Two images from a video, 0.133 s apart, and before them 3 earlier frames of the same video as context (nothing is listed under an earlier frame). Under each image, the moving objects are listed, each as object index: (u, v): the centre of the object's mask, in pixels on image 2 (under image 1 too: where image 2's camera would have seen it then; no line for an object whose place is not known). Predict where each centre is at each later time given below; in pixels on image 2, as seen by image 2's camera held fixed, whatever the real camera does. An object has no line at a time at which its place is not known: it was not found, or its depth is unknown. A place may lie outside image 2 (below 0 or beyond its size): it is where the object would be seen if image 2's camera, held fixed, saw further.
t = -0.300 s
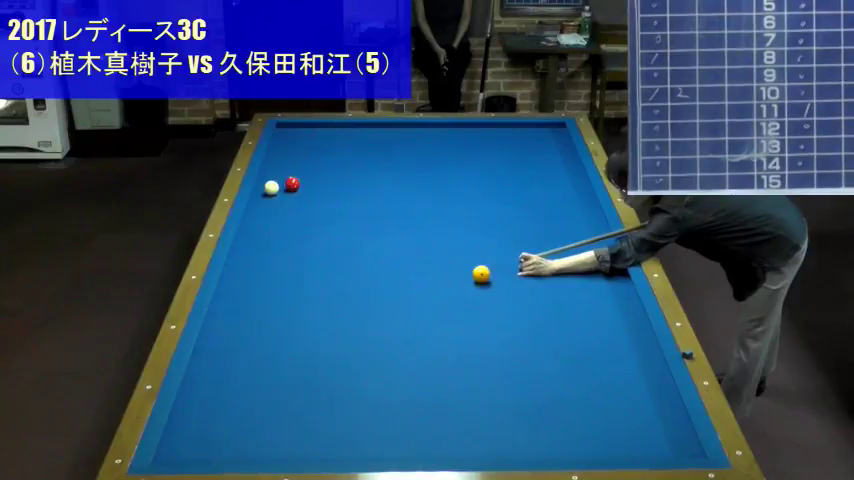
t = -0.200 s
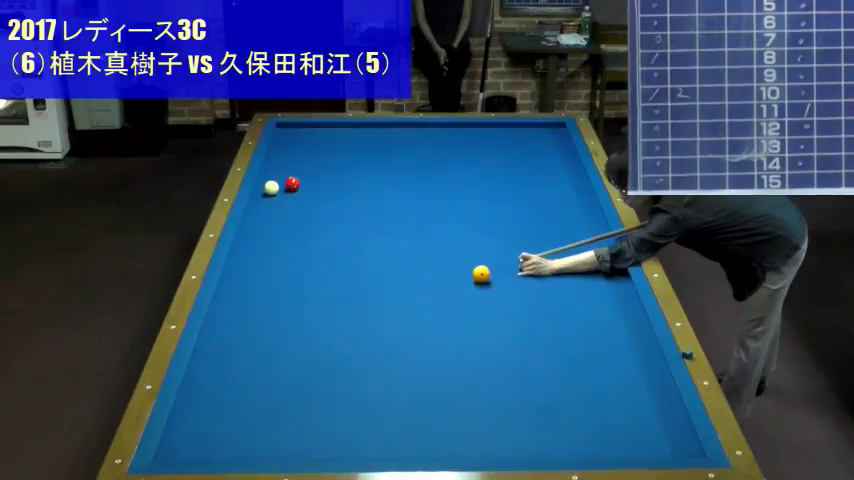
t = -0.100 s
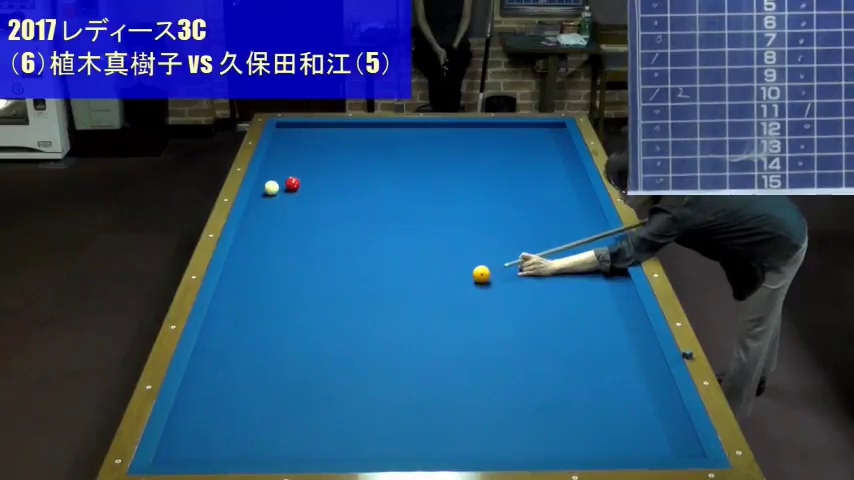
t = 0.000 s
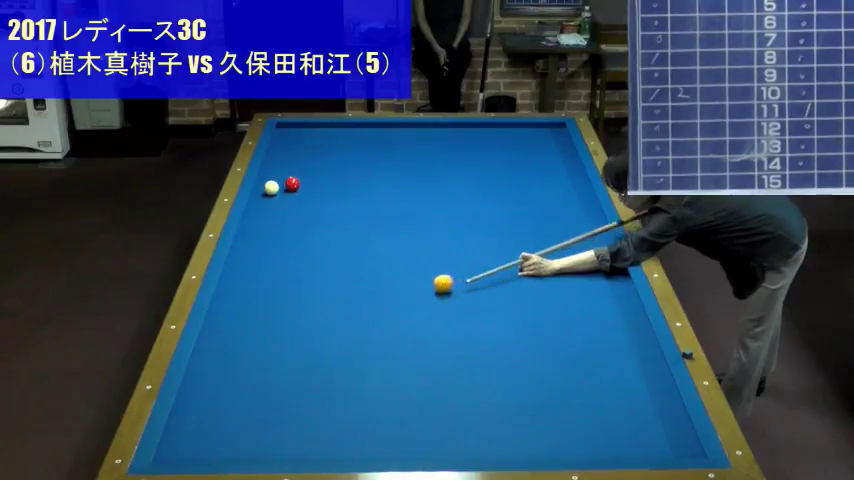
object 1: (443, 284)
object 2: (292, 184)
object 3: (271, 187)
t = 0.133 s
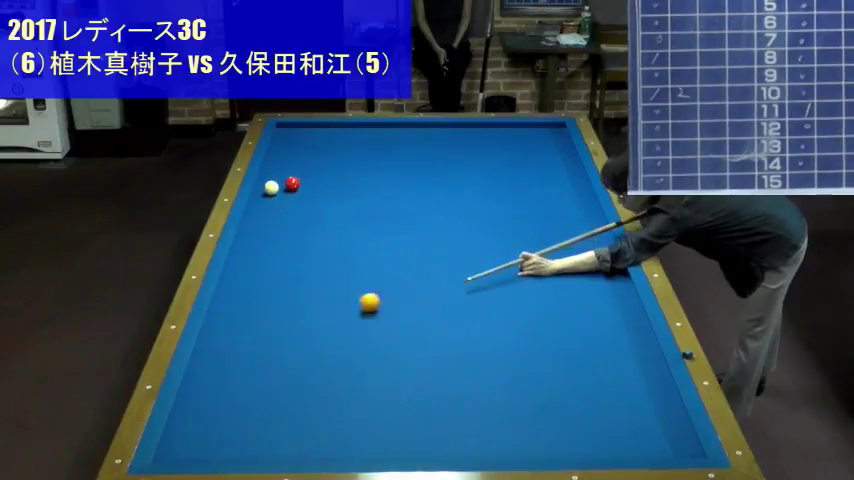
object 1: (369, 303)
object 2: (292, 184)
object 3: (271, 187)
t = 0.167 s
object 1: (351, 308)
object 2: (292, 184)
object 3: (271, 187)
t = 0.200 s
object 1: (333, 313)
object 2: (292, 184)
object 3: (271, 187)
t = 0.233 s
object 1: (315, 318)
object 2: (292, 184)
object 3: (271, 187)
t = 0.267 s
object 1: (296, 323)
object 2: (292, 184)
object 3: (271, 187)
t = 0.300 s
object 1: (276, 328)
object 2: (292, 184)
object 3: (271, 187)
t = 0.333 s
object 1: (258, 333)
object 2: (292, 184)
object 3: (271, 187)
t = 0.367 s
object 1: (238, 338)
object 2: (292, 184)
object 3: (271, 187)
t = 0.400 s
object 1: (218, 343)
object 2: (292, 184)
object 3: (271, 187)
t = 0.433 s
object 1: (204, 349)
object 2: (292, 184)
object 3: (271, 187)
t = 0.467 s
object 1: (218, 354)
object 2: (292, 184)
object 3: (271, 187)
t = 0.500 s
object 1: (231, 360)
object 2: (292, 184)
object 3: (271, 187)
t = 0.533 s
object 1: (244, 365)
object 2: (292, 184)
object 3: (271, 187)
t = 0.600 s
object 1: (269, 377)
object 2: (292, 184)
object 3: (271, 187)
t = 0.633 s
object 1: (281, 383)
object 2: (292, 184)
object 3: (271, 187)
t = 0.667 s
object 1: (292, 389)
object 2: (292, 184)
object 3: (271, 187)
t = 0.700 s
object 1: (303, 395)
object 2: (292, 184)
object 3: (271, 187)
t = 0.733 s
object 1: (313, 401)
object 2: (292, 184)
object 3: (271, 187)
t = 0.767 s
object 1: (323, 407)
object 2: (292, 184)
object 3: (271, 187)
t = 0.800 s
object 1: (334, 414)
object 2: (292, 184)
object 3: (271, 187)
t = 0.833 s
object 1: (345, 420)
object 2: (292, 184)
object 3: (271, 187)
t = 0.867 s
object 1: (356, 427)
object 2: (292, 184)
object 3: (271, 187)
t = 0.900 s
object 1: (367, 434)
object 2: (292, 184)
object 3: (271, 187)
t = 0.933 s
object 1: (379, 441)
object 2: (292, 184)
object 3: (271, 187)
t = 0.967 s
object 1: (391, 447)
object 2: (292, 184)
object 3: (271, 187)
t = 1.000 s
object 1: (402, 452)
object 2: (292, 184)
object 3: (271, 187)
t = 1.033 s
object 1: (415, 455)
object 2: (292, 184)
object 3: (271, 187)
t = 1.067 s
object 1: (427, 450)
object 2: (292, 184)
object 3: (271, 187)
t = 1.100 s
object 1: (439, 447)
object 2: (292, 184)
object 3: (271, 187)
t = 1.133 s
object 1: (451, 442)
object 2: (292, 184)
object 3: (271, 187)
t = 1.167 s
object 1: (462, 437)
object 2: (292, 184)
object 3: (271, 187)
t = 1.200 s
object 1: (473, 433)
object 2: (292, 184)
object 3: (271, 187)
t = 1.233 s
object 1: (484, 429)
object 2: (292, 184)
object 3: (271, 187)
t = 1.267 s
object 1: (496, 425)
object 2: (292, 184)
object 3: (271, 187)
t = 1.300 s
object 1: (506, 422)
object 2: (292, 184)
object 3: (271, 187)
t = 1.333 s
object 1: (516, 417)
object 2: (292, 184)
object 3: (271, 187)
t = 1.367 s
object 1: (527, 414)
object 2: (292, 184)
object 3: (271, 187)
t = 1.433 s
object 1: (547, 406)
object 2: (292, 184)
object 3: (271, 187)
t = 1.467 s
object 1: (557, 403)
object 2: (292, 184)
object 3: (271, 187)
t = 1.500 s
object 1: (567, 399)
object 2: (291, 184)
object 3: (271, 187)
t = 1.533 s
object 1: (576, 396)
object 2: (291, 184)
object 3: (271, 187)
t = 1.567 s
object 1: (586, 392)
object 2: (291, 184)
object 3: (271, 187)
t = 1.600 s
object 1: (595, 389)
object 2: (291, 184)
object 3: (271, 187)
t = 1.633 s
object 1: (605, 385)
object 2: (292, 184)
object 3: (271, 187)
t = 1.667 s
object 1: (614, 382)
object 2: (291, 184)
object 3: (271, 187)
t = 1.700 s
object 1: (623, 379)
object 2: (291, 184)
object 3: (271, 187)
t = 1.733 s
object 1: (632, 375)
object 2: (292, 184)
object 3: (271, 187)
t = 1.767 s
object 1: (641, 372)
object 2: (291, 184)
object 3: (271, 187)
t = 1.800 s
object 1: (649, 369)
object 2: (291, 184)
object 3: (271, 187)
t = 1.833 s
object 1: (657, 365)
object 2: (291, 184)
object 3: (271, 187)
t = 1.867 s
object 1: (649, 362)
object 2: (291, 184)
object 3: (271, 187)
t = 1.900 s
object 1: (640, 359)
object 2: (291, 184)
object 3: (271, 187)
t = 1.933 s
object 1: (632, 355)
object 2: (291, 184)
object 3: (271, 187)
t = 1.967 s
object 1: (624, 352)
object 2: (291, 184)
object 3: (271, 187)
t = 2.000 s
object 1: (618, 349)
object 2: (291, 184)
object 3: (271, 187)
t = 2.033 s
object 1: (612, 346)
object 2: (291, 184)
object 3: (271, 187)
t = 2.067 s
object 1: (605, 342)
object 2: (291, 184)
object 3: (271, 187)
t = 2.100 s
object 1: (599, 339)
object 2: (291, 184)
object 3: (271, 187)
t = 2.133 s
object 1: (593, 336)
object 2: (292, 184)
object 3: (271, 187)
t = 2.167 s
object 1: (587, 333)
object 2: (292, 184)
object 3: (271, 187)
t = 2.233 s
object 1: (575, 327)
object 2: (292, 184)
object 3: (271, 187)
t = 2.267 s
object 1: (569, 324)
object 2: (292, 184)
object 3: (271, 187)
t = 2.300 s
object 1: (563, 321)
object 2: (292, 184)
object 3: (271, 187)
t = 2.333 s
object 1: (557, 318)
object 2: (292, 184)
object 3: (271, 187)
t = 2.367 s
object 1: (551, 316)
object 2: (292, 184)
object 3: (271, 187)
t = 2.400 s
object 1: (546, 313)
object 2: (292, 184)
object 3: (271, 187)
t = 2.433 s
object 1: (540, 310)
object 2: (292, 184)
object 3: (271, 187)
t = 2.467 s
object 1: (535, 307)
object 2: (292, 184)
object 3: (271, 187)
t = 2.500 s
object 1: (529, 304)
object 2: (292, 184)
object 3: (271, 187)
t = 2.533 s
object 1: (524, 302)
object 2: (292, 184)
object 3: (271, 187)
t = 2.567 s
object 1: (518, 299)
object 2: (292, 184)
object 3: (271, 187)
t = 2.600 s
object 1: (513, 296)
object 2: (292, 184)
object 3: (271, 187)
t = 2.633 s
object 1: (508, 294)
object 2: (292, 184)
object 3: (271, 187)
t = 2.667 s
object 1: (502, 291)
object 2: (292, 184)
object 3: (271, 187)
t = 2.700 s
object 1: (497, 289)
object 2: (292, 184)
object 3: (271, 187)
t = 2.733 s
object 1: (493, 286)
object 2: (292, 184)
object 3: (271, 187)
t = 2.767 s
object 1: (488, 283)
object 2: (292, 184)
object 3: (271, 187)
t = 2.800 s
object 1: (483, 281)
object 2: (292, 184)
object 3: (271, 187)
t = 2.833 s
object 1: (478, 279)
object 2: (292, 184)
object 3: (271, 187)
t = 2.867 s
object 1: (473, 276)
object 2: (292, 184)
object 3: (271, 187)
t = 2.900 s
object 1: (468, 274)
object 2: (292, 184)
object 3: (271, 187)
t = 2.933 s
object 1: (464, 271)
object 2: (292, 184)
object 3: (271, 187)
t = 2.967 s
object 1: (459, 269)
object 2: (292, 184)
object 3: (271, 187)
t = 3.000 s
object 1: (454, 267)
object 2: (292, 184)
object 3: (271, 187)
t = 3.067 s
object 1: (445, 262)
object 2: (292, 184)
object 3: (271, 187)
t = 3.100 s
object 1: (440, 260)
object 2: (292, 184)
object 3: (271, 187)
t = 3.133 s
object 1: (436, 258)
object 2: (292, 184)
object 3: (271, 187)
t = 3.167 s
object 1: (432, 256)
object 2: (292, 184)
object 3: (271, 187)
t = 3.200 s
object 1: (427, 254)
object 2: (292, 184)
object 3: (271, 187)
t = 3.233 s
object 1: (423, 252)
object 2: (292, 184)
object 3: (271, 187)
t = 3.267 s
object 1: (419, 250)
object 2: (292, 184)
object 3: (271, 187)
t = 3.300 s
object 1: (415, 247)
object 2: (292, 184)
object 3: (271, 187)
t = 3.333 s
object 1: (411, 246)
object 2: (292, 184)
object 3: (271, 187)
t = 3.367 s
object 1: (406, 243)
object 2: (292, 184)
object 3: (271, 187)
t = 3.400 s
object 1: (403, 241)
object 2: (292, 184)
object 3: (271, 187)
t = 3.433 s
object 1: (399, 239)
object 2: (292, 184)
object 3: (271, 187)
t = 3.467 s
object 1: (394, 237)
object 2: (292, 184)
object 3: (271, 187)
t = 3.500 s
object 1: (391, 236)
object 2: (292, 184)
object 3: (271, 187)
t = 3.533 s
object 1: (386, 234)
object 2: (292, 184)
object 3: (271, 187)
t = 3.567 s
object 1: (383, 231)
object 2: (292, 184)
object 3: (271, 187)
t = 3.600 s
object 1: (379, 230)
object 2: (292, 184)
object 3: (271, 187)
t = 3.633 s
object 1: (375, 228)
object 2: (292, 184)
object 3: (271, 187)
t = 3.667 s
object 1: (371, 226)
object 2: (292, 184)
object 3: (271, 187)
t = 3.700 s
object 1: (368, 224)
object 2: (292, 184)
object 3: (271, 187)
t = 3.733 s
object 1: (364, 223)
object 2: (292, 184)
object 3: (271, 187)
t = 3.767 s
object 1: (360, 220)
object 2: (292, 184)
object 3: (271, 187)
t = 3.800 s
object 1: (357, 219)
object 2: (292, 184)
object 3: (271, 187)
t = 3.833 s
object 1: (354, 217)
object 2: (292, 184)
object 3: (271, 187)
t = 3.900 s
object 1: (347, 213)
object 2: (292, 184)
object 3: (271, 187)
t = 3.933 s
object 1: (343, 212)
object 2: (292, 184)
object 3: (271, 187)
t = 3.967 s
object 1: (340, 210)
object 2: (292, 184)
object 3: (271, 187)
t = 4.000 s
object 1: (337, 208)
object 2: (292, 184)
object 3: (271, 187)
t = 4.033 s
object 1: (333, 207)
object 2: (292, 184)
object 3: (271, 187)
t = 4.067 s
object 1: (330, 205)
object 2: (292, 184)
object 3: (271, 187)
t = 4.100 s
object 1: (327, 203)
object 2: (292, 184)
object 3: (271, 187)
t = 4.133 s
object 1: (324, 202)
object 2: (292, 184)
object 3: (271, 187)
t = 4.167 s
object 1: (320, 200)
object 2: (292, 184)
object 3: (271, 187)
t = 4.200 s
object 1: (317, 199)
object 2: (292, 184)
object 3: (271, 187)
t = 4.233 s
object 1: (314, 197)
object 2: (292, 184)
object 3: (271, 187)
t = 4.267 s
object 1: (311, 196)
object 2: (292, 184)
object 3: (271, 187)
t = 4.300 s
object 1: (308, 194)
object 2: (292, 184)
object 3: (271, 187)
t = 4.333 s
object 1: (305, 193)
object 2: (292, 184)
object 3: (271, 187)
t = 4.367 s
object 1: (303, 191)
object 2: (291, 183)
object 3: (271, 187)
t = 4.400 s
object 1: (299, 190)
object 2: (290, 183)
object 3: (271, 187)
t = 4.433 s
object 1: (298, 189)
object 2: (290, 182)
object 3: (271, 187)
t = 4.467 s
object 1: (297, 189)
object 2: (288, 180)
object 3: (271, 187)
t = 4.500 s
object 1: (295, 189)
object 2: (287, 179)
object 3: (271, 187)
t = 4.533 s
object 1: (294, 188)
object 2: (286, 178)
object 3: (271, 187)
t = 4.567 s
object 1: (292, 188)
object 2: (285, 177)
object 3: (271, 187)
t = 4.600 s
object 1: (291, 188)
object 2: (284, 176)
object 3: (271, 187)
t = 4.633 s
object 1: (290, 188)
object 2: (283, 175)
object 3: (271, 187)
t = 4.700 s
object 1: (287, 187)
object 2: (281, 174)
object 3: (271, 187)
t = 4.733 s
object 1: (286, 187)
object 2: (280, 173)
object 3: (271, 187)
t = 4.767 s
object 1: (286, 187)
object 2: (279, 172)
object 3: (270, 187)
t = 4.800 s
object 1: (285, 186)
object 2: (278, 171)
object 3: (270, 187)
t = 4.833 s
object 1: (284, 186)
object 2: (277, 170)
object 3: (269, 187)
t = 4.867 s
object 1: (284, 186)
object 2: (276, 169)
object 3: (268, 187)
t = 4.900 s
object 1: (284, 186)
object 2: (274, 168)
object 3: (267, 188)
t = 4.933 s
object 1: (283, 186)
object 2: (273, 168)
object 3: (266, 187)
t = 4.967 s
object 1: (283, 186)
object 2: (272, 166)
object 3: (266, 188)
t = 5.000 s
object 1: (283, 185)
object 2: (271, 166)
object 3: (265, 188)
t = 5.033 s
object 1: (282, 185)
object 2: (270, 165)
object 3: (264, 188)
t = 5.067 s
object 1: (282, 185)
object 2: (269, 164)
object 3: (264, 188)
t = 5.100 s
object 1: (282, 185)
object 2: (268, 163)
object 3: (263, 188)
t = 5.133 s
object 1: (281, 185)
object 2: (270, 162)
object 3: (263, 188)
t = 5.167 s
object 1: (281, 185)
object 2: (271, 162)
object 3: (262, 188)
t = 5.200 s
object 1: (281, 184)
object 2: (271, 161)
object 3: (261, 188)
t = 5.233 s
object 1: (280, 184)
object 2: (272, 160)
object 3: (261, 188)
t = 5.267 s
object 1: (280, 184)
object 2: (273, 160)
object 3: (260, 188)
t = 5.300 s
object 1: (280, 184)
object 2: (274, 159)
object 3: (261, 188)
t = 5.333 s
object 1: (279, 184)
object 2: (275, 158)
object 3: (261, 188)
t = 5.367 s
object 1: (279, 184)
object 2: (276, 157)
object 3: (261, 188)
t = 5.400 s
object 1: (279, 183)
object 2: (277, 156)
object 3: (261, 188)
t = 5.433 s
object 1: (278, 183)
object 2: (277, 156)
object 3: (262, 188)
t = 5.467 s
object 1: (278, 183)
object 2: (278, 155)
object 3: (262, 188)
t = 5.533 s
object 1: (278, 183)
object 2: (280, 154)
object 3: (262, 188)
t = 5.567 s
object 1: (278, 183)
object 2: (281, 153)
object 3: (263, 188)
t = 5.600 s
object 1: (277, 183)
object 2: (282, 153)
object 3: (263, 188)
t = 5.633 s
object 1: (277, 182)
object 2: (283, 152)
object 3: (263, 188)
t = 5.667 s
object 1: (277, 182)
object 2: (284, 151)
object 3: (263, 188)
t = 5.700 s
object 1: (277, 182)
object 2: (284, 151)
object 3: (263, 188)
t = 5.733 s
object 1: (277, 182)
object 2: (285, 150)
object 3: (264, 188)
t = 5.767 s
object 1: (277, 182)
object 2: (286, 150)
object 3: (264, 188)
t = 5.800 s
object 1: (276, 182)
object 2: (287, 149)
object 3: (264, 188)
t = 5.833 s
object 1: (276, 181)
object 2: (288, 148)
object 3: (264, 188)
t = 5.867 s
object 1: (276, 181)
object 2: (288, 148)
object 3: (264, 188)
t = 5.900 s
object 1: (276, 181)
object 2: (289, 147)
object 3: (264, 188)
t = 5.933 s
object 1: (276, 181)
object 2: (290, 147)
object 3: (265, 188)
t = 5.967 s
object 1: (276, 181)
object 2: (290, 146)
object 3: (265, 188)
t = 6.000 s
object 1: (275, 181)
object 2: (291, 145)
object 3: (265, 188)
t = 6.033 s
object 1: (275, 181)
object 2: (292, 145)
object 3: (265, 188)
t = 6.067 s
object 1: (275, 181)
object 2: (293, 144)
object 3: (265, 188)
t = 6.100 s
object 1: (275, 180)
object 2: (294, 144)
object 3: (265, 188)
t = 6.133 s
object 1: (275, 180)
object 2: (295, 143)
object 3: (265, 188)
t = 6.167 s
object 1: (274, 180)
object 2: (295, 143)
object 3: (265, 189)
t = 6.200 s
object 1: (274, 180)
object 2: (296, 142)
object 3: (265, 189)
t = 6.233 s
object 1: (274, 180)
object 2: (297, 141)
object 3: (265, 189)
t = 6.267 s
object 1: (274, 180)
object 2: (297, 141)
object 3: (265, 189)
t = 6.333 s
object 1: (274, 180)
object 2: (299, 140)
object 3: (265, 189)
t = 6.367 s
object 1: (274, 180)
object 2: (299, 139)
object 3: (266, 189)
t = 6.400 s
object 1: (273, 179)
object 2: (300, 139)
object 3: (266, 189)
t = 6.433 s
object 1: (273, 179)
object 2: (300, 138)
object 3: (266, 189)
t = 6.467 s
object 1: (273, 179)
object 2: (301, 138)
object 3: (266, 189)
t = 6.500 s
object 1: (273, 179)
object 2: (302, 137)
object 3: (266, 189)
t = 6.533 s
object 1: (273, 179)
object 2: (302, 137)
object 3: (266, 189)
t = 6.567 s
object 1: (273, 179)
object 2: (303, 136)
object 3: (266, 189)
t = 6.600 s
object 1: (273, 179)
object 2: (304, 136)
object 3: (266, 189)
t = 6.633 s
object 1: (273, 179)
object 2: (304, 135)
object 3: (266, 189)
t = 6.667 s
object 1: (273, 179)
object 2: (305, 135)
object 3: (266, 189)
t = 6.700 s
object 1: (272, 179)
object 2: (306, 134)
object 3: (266, 189)
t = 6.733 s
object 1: (272, 179)
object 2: (306, 134)
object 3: (266, 189)
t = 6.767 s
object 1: (272, 179)
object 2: (307, 134)
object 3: (266, 189)
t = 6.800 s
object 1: (272, 179)
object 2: (308, 133)
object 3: (266, 189)
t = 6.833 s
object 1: (272, 179)
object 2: (308, 132)
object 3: (266, 189)
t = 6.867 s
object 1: (272, 179)
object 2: (309, 132)
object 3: (266, 189)
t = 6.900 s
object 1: (272, 179)
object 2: (309, 132)
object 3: (266, 189)
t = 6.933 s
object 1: (272, 179)
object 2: (310, 131)
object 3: (266, 189)
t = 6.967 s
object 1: (272, 179)
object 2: (310, 131)
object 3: (266, 189)
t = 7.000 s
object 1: (272, 179)
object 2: (311, 130)
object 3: (266, 189)
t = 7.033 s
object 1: (272, 179)
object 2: (312, 130)
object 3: (266, 189)
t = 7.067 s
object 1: (272, 179)
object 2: (312, 130)
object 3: (266, 189)
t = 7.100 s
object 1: (272, 179)
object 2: (313, 129)
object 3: (266, 189)
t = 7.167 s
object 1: (272, 179)
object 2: (314, 129)
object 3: (266, 189)
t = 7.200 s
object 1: (272, 179)
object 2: (315, 128)
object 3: (266, 189)
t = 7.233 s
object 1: (272, 179)
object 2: (315, 128)
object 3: (266, 189)
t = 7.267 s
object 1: (272, 179)
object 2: (316, 127)
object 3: (266, 189)
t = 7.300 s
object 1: (272, 179)
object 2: (316, 127)
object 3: (266, 189)
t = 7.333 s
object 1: (272, 179)
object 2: (317, 126)
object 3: (266, 189)
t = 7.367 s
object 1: (272, 179)
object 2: (317, 126)
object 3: (266, 189)
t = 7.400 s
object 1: (272, 179)
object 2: (318, 126)
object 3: (266, 189)
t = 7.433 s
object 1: (272, 179)
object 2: (318, 125)
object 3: (266, 189)
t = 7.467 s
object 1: (272, 179)
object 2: (318, 125)
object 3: (266, 189)
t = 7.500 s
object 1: (272, 179)
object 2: (319, 125)
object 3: (266, 189)
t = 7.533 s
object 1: (272, 179)
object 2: (319, 125)
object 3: (266, 189)
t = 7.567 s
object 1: (272, 179)
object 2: (320, 125)
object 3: (266, 189)
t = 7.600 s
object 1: (272, 179)
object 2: (320, 125)
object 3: (266, 189)
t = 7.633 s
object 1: (272, 179)
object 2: (320, 125)
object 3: (266, 189)
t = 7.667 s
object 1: (272, 179)
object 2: (320, 125)
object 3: (266, 189)
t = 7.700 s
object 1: (272, 179)
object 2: (320, 125)
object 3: (266, 189)
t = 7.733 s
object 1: (272, 179)
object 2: (321, 125)
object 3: (266, 189)
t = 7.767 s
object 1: (272, 179)
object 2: (321, 125)
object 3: (266, 189)
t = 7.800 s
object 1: (272, 179)
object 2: (321, 126)
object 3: (266, 189)
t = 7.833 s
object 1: (272, 179)
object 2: (321, 126)
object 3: (266, 189)
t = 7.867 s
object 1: (272, 179)
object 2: (322, 126)
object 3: (266, 189)
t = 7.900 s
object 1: (272, 179)
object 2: (322, 126)
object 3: (266, 189)
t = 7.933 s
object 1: (272, 179)
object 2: (322, 127)
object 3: (266, 189)
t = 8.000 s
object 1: (272, 179)
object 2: (322, 127)
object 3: (266, 189)
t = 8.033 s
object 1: (272, 179)
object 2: (322, 127)
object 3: (266, 189)
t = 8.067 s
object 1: (272, 179)
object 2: (322, 127)
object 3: (266, 189)
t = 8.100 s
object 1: (272, 179)
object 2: (323, 127)
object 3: (266, 189)
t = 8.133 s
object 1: (272, 179)
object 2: (323, 128)
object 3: (266, 189)
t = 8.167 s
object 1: (272, 179)
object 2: (323, 128)
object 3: (266, 189)
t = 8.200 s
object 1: (272, 179)
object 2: (323, 128)
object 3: (266, 189)
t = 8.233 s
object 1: (272, 179)
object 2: (324, 128)
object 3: (266, 189)
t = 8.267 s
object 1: (272, 179)
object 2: (324, 128)
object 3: (266, 189)
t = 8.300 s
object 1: (272, 179)
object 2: (324, 129)
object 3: (266, 189)
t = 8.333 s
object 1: (272, 179)
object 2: (324, 129)
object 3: (266, 189)
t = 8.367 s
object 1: (272, 179)
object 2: (324, 129)
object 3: (266, 189)
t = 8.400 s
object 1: (272, 179)
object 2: (325, 129)
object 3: (266, 189)
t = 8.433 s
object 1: (272, 179)
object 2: (325, 130)
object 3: (266, 189)
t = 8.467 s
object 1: (272, 179)
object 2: (325, 130)
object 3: (266, 189)
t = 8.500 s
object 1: (272, 179)
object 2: (325, 130)
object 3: (266, 189)
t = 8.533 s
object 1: (272, 179)
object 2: (325, 130)
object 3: (266, 189)
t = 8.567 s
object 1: (272, 179)
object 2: (325, 130)
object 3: (266, 189)
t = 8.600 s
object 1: (272, 179)
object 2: (326, 131)
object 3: (266, 189)
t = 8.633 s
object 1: (272, 179)
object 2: (326, 131)
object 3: (266, 189)
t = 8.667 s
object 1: (272, 179)
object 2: (326, 131)
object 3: (266, 189)
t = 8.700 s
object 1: (272, 179)
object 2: (326, 131)
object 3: (266, 189)
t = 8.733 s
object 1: (272, 179)
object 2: (326, 131)
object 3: (266, 189)
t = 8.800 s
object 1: (272, 179)
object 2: (326, 131)
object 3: (266, 189)
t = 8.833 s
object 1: (272, 179)
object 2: (326, 131)
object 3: (266, 189)
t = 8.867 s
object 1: (272, 179)
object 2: (327, 132)
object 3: (266, 189)
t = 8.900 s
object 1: (272, 179)
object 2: (327, 131)
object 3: (266, 189)
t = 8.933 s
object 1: (272, 179)
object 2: (327, 131)
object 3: (266, 189)
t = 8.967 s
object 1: (272, 179)
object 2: (327, 131)
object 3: (266, 189)
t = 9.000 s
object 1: (272, 179)
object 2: (327, 131)
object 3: (266, 189)
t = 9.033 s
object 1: (272, 179)
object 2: (327, 132)
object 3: (266, 189)
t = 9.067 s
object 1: (272, 179)
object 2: (327, 132)
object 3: (266, 189)
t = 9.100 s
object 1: (272, 179)
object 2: (327, 132)
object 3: (266, 189)
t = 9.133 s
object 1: (272, 179)
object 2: (327, 132)
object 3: (266, 189)
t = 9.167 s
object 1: (272, 179)
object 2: (328, 132)
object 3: (266, 189)
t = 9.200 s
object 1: (272, 179)
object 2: (328, 132)
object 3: (266, 189)
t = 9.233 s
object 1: (272, 179)
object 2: (328, 132)
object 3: (266, 189)
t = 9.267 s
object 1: (272, 179)
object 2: (328, 132)
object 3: (266, 189)
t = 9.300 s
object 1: (272, 179)
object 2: (328, 132)
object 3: (266, 189)
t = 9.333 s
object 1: (272, 179)
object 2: (328, 132)
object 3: (266, 189)
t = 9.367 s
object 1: (272, 179)
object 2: (328, 132)
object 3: (266, 189)
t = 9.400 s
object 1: (272, 179)
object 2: (328, 132)
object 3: (266, 189)
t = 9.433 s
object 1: (272, 179)
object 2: (328, 133)
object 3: (266, 189)
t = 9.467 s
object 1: (272, 179)
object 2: (328, 133)
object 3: (266, 189)
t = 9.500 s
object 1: (272, 179)
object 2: (329, 133)
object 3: (266, 189)
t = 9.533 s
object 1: (272, 179)
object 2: (329, 133)
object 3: (266, 189)
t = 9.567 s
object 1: (272, 179)
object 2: (329, 133)
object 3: (266, 189)
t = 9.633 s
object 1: (272, 179)
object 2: (329, 133)
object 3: (266, 189)
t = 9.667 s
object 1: (272, 179)
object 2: (329, 133)
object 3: (266, 189)
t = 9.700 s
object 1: (272, 179)
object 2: (329, 133)
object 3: (266, 189)
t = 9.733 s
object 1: (272, 179)
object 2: (329, 133)
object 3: (266, 189)
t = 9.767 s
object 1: (272, 179)
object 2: (329, 133)
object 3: (266, 189)
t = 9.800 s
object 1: (272, 179)
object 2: (329, 134)
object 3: (266, 189)
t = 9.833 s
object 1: (272, 179)
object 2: (329, 134)
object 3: (266, 189)
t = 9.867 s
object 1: (272, 179)
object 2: (329, 134)
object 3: (266, 189)
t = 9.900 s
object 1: (272, 179)
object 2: (329, 134)
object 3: (266, 189)
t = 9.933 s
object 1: (272, 179)
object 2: (329, 134)
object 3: (266, 189)
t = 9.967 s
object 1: (272, 179)
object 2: (329, 134)
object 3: (266, 189)
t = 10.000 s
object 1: (272, 179)
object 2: (329, 134)
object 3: (266, 189)
